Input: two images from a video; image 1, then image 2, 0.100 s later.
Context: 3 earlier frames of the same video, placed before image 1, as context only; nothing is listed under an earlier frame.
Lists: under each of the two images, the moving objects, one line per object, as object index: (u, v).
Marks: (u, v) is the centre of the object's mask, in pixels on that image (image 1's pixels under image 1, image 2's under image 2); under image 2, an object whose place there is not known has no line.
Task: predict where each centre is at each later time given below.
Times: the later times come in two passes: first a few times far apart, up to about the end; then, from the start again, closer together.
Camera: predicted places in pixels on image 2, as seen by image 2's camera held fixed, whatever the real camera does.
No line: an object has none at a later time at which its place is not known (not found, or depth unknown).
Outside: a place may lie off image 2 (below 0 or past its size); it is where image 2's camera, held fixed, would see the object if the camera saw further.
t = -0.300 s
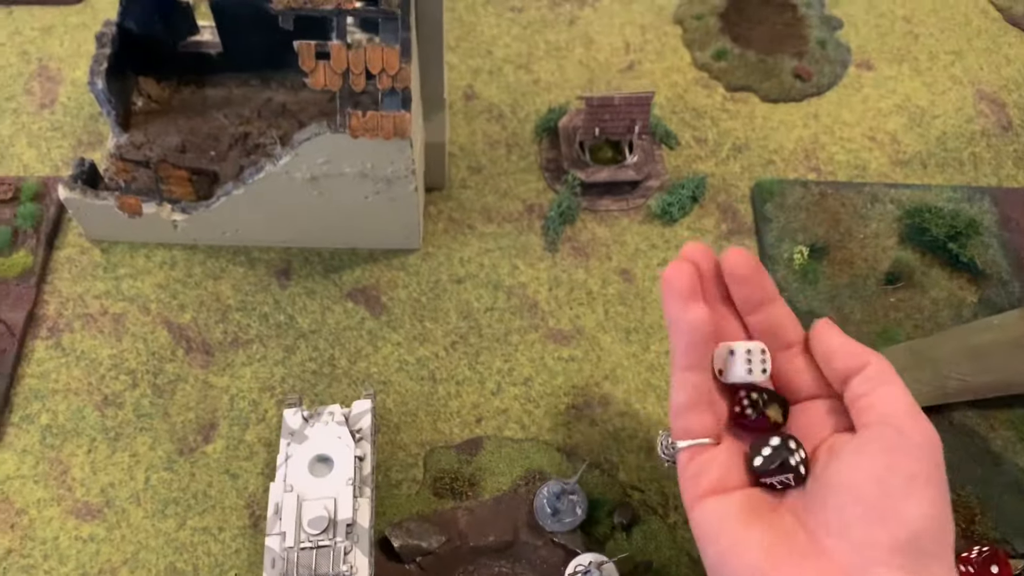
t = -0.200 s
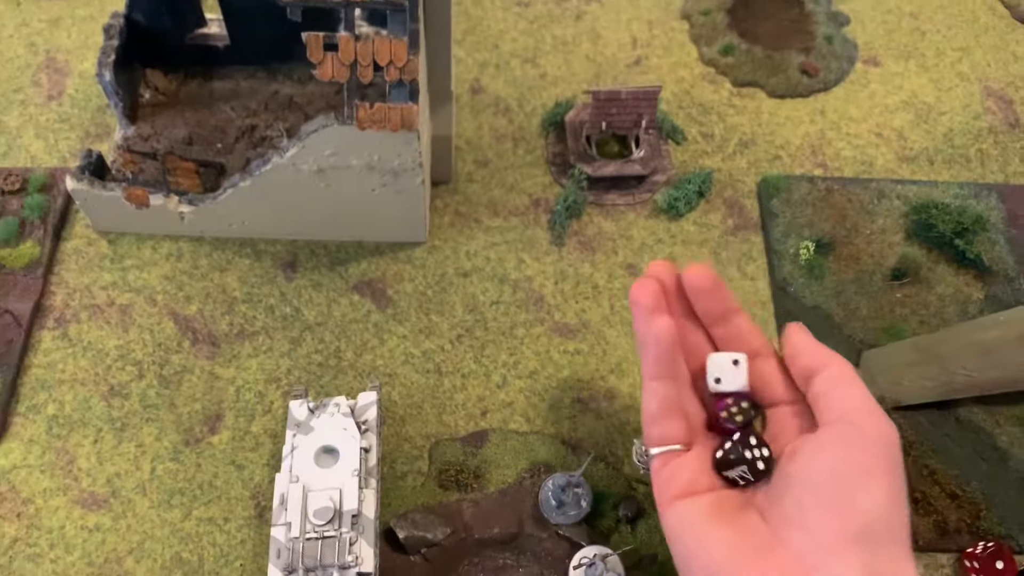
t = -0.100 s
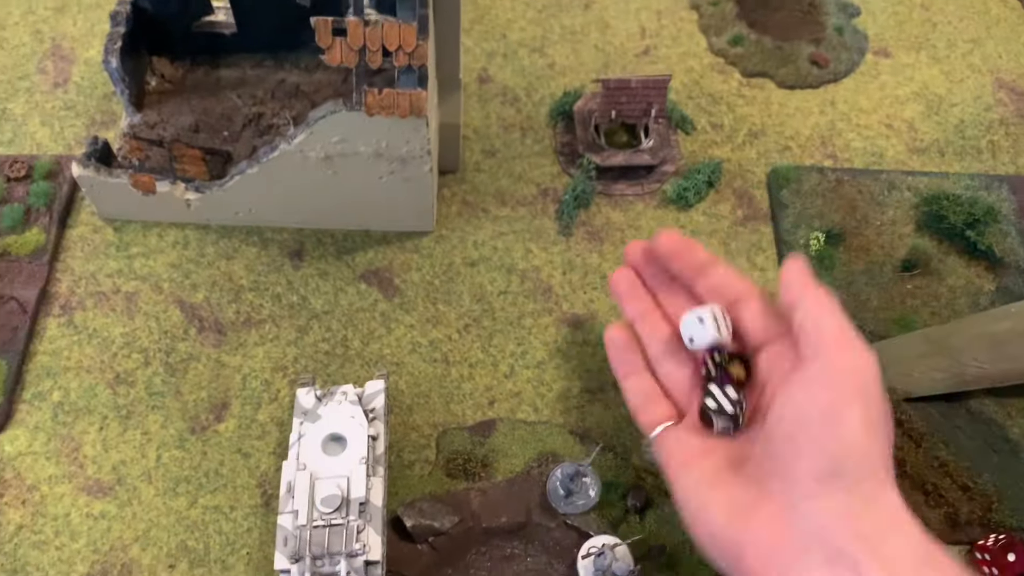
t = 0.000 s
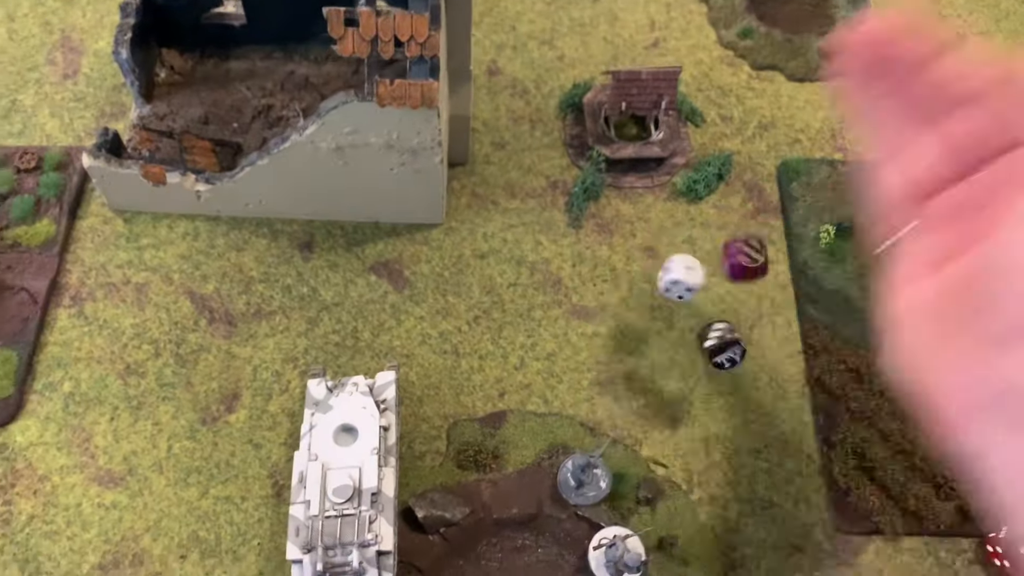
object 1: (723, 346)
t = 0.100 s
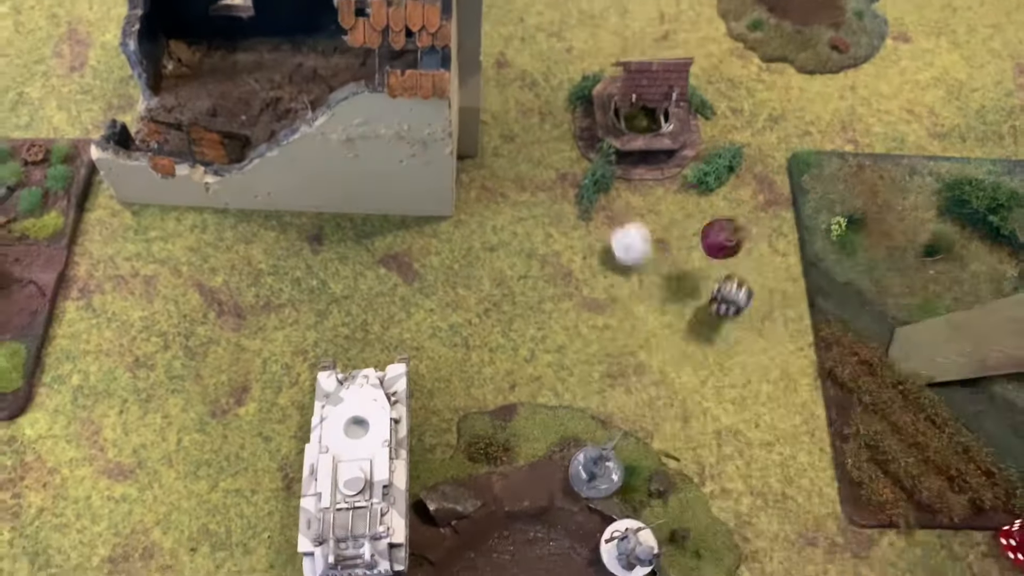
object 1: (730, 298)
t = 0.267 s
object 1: (774, 223)
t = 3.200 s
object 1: (775, 198)
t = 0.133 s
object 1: (734, 279)
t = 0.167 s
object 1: (737, 268)
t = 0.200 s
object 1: (749, 253)
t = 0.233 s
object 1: (762, 237)
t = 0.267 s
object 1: (774, 223)
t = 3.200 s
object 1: (775, 198)
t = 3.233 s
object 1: (774, 198)
